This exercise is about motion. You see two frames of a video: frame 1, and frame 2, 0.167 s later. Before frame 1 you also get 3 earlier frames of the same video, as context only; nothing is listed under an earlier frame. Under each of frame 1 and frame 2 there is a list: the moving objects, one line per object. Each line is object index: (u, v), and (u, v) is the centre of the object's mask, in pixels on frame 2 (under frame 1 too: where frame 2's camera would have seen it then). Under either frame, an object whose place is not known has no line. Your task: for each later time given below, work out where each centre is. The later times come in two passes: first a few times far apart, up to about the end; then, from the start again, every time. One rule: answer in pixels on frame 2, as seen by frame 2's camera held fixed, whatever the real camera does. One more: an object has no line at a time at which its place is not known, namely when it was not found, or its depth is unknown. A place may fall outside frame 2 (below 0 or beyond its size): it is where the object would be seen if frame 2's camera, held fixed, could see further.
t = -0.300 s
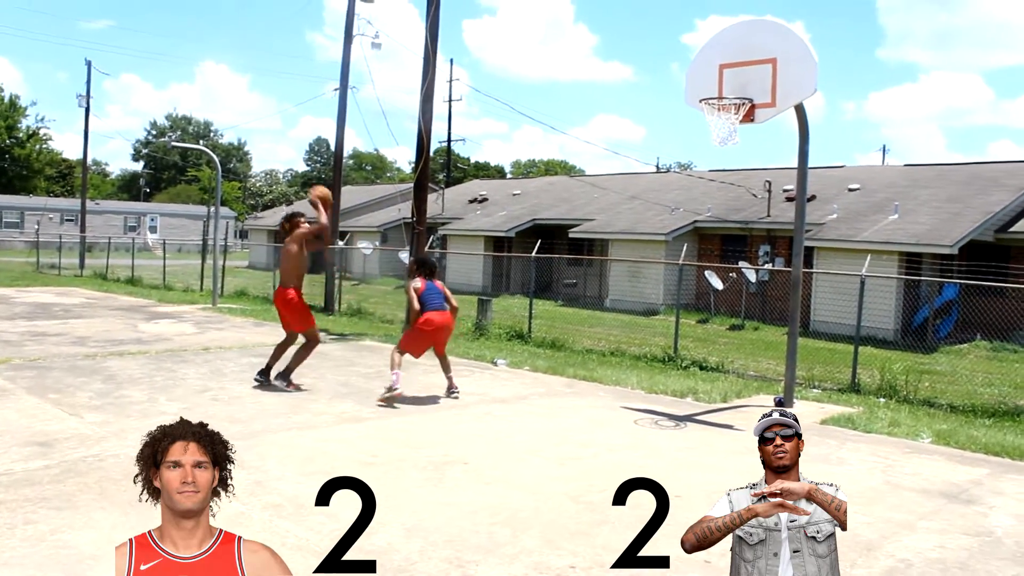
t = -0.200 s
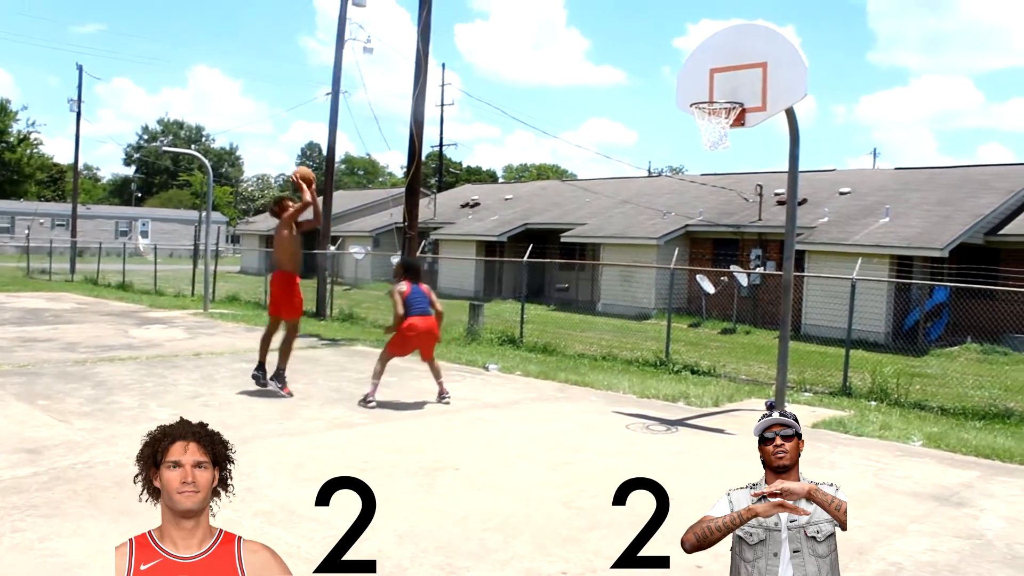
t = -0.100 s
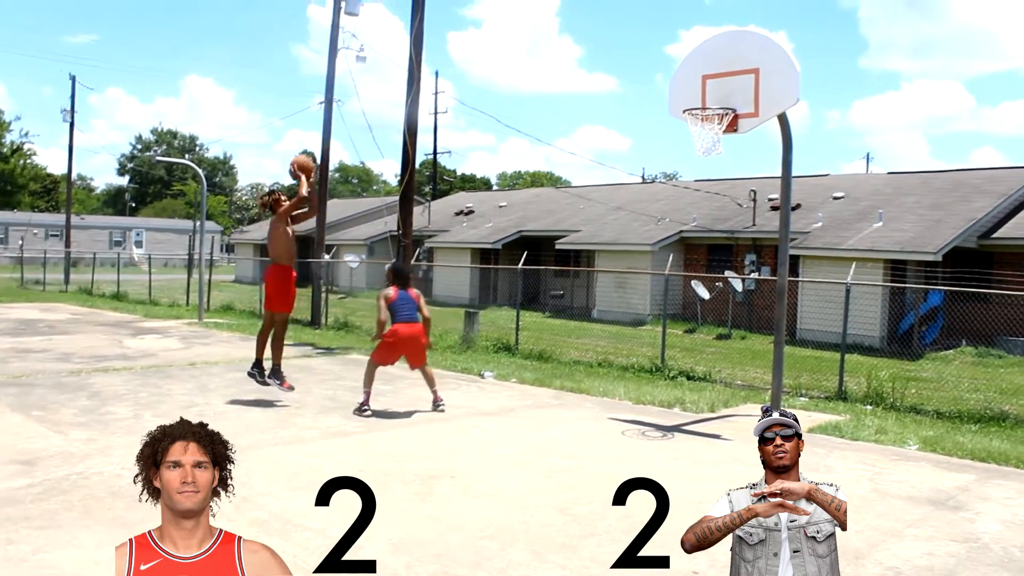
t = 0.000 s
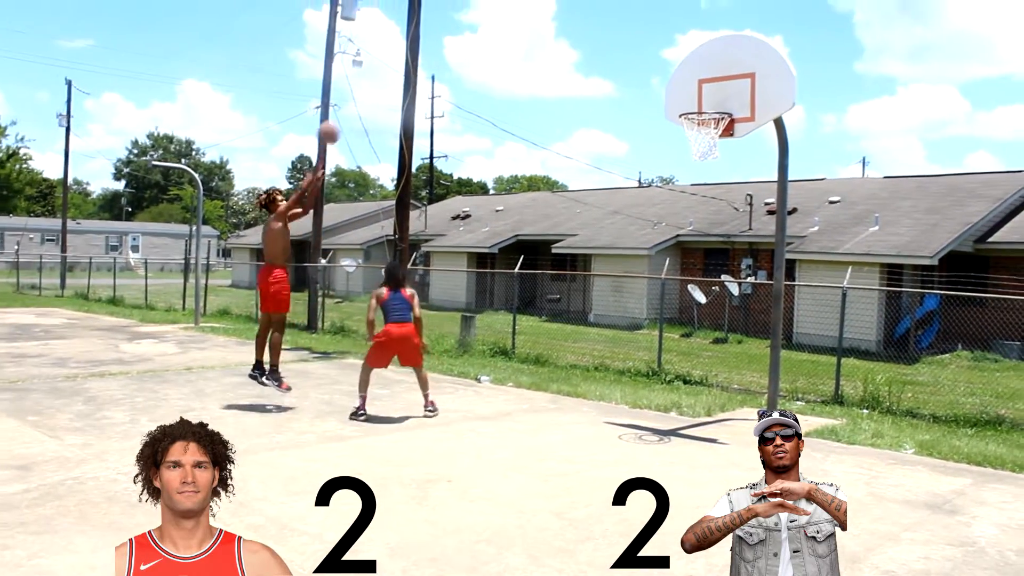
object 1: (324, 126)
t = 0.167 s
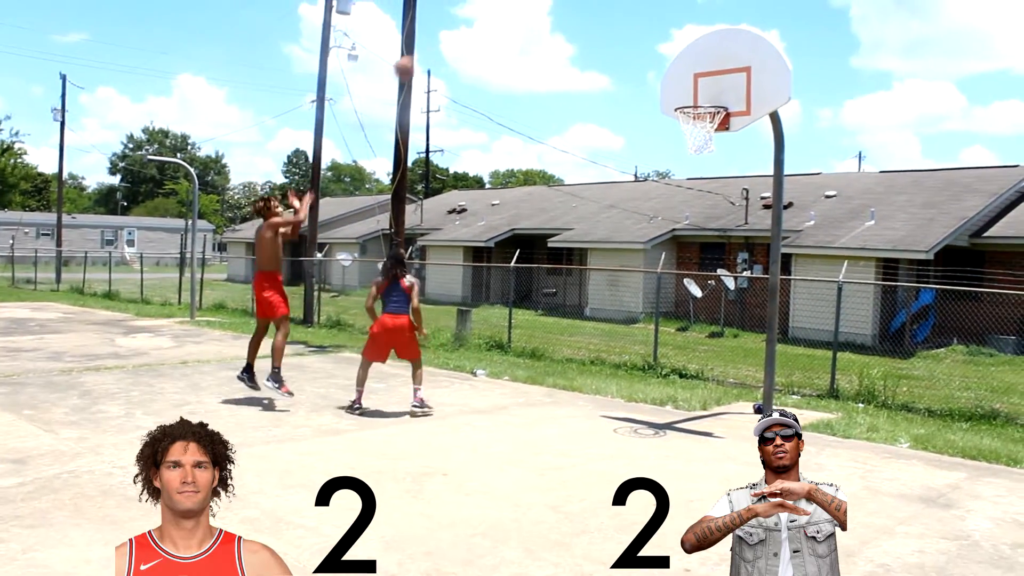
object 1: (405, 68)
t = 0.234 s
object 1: (436, 54)
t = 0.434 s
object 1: (536, 34)
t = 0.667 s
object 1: (655, 60)
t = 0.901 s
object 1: (731, 55)
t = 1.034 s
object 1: (745, 16)
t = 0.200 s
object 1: (419, 61)
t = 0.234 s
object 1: (436, 54)
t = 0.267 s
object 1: (453, 48)
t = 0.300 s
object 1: (469, 43)
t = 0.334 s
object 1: (486, 38)
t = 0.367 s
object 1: (502, 36)
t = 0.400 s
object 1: (520, 34)
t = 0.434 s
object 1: (536, 34)
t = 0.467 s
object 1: (553, 33)
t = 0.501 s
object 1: (571, 35)
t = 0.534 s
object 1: (588, 38)
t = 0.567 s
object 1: (604, 41)
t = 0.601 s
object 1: (621, 46)
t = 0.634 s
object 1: (639, 53)
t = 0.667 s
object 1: (655, 60)
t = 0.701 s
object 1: (673, 70)
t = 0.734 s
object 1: (690, 79)
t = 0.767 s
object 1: (708, 91)
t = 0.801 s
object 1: (721, 95)
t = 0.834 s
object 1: (724, 82)
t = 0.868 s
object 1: (728, 68)
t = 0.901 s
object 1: (731, 55)
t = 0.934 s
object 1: (735, 43)
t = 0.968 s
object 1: (738, 33)
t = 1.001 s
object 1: (741, 23)
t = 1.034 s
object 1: (745, 16)
